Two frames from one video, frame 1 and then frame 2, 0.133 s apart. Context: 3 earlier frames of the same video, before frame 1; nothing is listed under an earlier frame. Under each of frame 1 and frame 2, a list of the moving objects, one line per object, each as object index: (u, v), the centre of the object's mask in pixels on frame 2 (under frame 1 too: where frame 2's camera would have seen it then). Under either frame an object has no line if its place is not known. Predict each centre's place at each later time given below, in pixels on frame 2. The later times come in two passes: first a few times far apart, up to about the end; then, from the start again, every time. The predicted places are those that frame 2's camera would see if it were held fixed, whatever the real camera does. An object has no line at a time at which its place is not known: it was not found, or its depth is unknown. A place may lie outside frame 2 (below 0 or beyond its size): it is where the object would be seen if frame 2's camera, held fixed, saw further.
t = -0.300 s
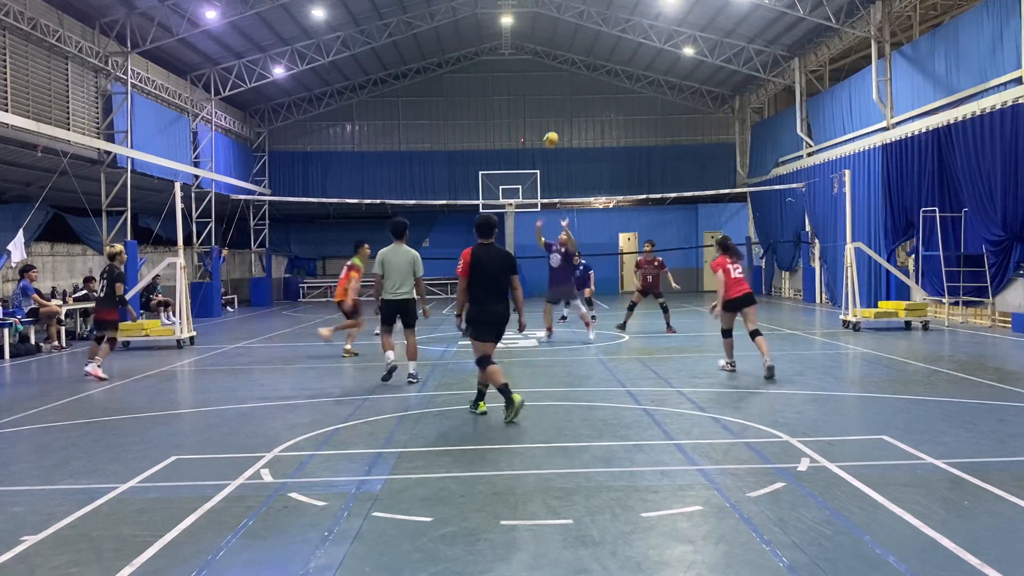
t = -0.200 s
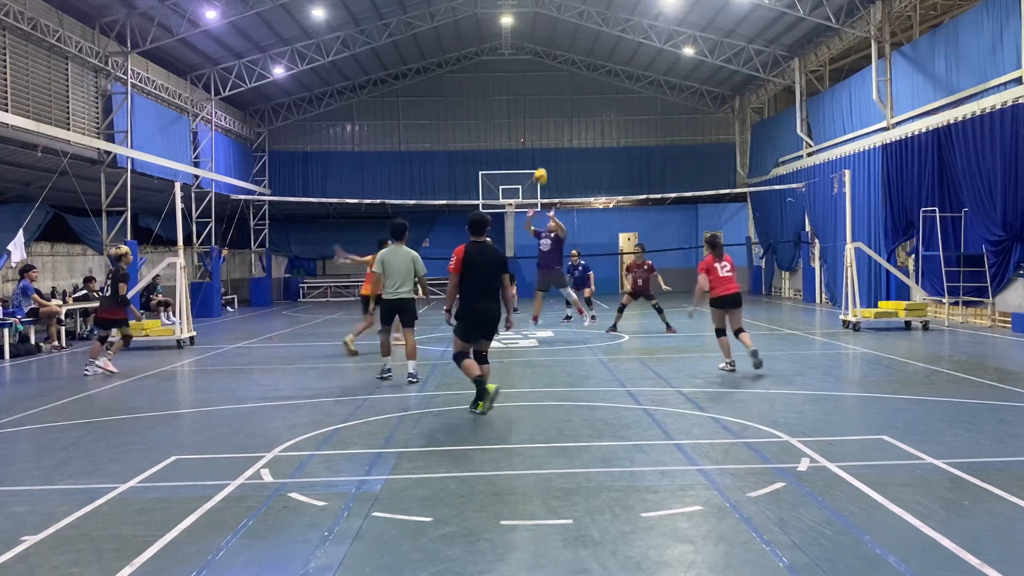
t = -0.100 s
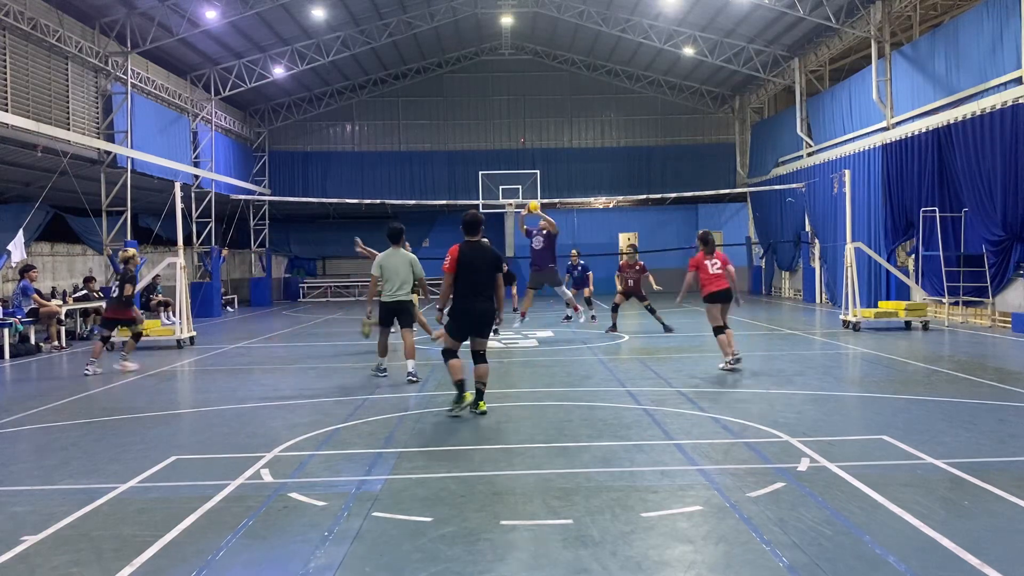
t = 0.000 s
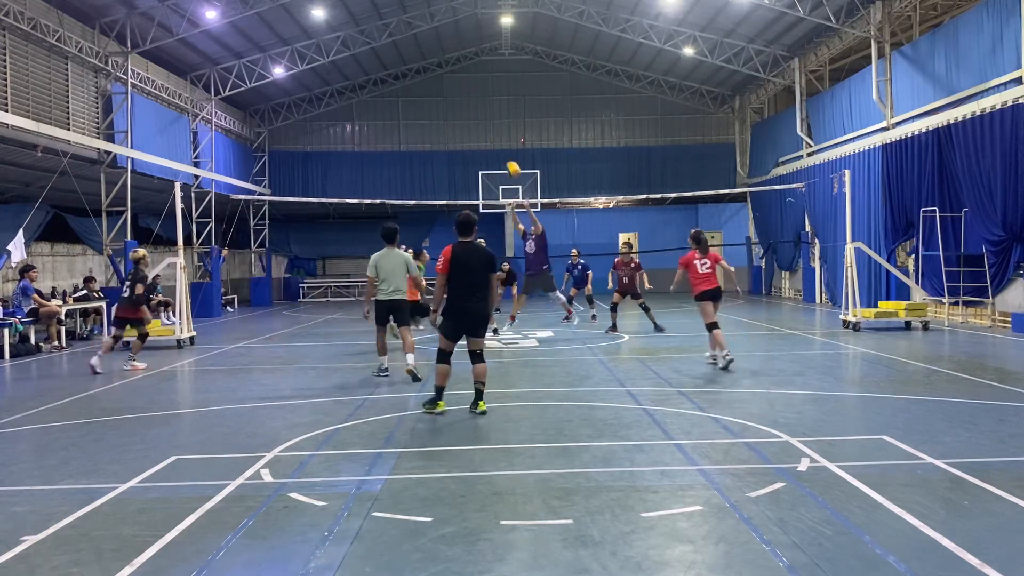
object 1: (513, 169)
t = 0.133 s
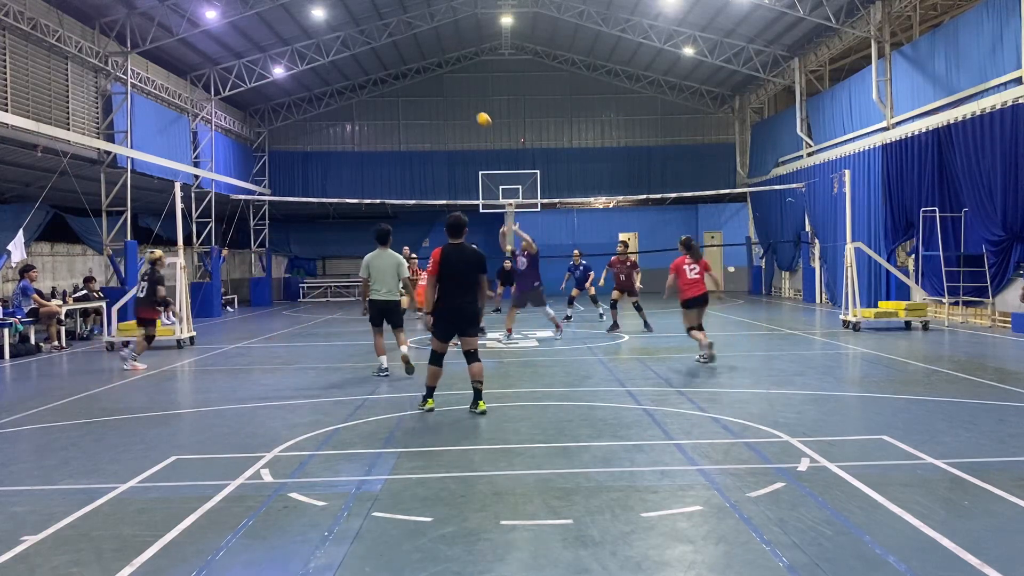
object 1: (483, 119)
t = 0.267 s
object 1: (454, 83)
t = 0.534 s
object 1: (396, 47)
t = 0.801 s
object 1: (339, 60)
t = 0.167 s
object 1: (476, 109)
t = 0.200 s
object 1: (468, 100)
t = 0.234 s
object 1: (461, 91)
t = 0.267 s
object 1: (454, 83)
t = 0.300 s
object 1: (447, 77)
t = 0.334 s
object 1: (439, 70)
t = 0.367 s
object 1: (432, 65)
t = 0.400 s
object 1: (425, 60)
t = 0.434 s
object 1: (417, 55)
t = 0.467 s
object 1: (410, 52)
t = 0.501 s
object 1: (403, 49)
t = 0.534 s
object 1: (396, 47)
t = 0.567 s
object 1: (389, 46)
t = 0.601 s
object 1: (382, 45)
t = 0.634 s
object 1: (374, 46)
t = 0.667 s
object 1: (367, 47)
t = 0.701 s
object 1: (360, 49)
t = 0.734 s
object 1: (353, 51)
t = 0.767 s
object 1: (346, 55)
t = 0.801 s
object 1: (339, 60)
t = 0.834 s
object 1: (332, 65)
